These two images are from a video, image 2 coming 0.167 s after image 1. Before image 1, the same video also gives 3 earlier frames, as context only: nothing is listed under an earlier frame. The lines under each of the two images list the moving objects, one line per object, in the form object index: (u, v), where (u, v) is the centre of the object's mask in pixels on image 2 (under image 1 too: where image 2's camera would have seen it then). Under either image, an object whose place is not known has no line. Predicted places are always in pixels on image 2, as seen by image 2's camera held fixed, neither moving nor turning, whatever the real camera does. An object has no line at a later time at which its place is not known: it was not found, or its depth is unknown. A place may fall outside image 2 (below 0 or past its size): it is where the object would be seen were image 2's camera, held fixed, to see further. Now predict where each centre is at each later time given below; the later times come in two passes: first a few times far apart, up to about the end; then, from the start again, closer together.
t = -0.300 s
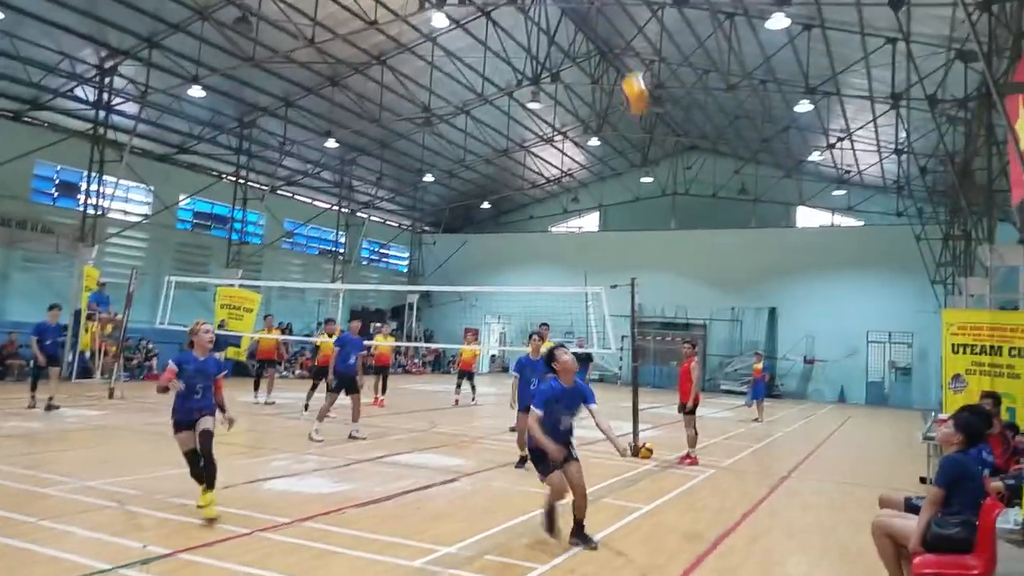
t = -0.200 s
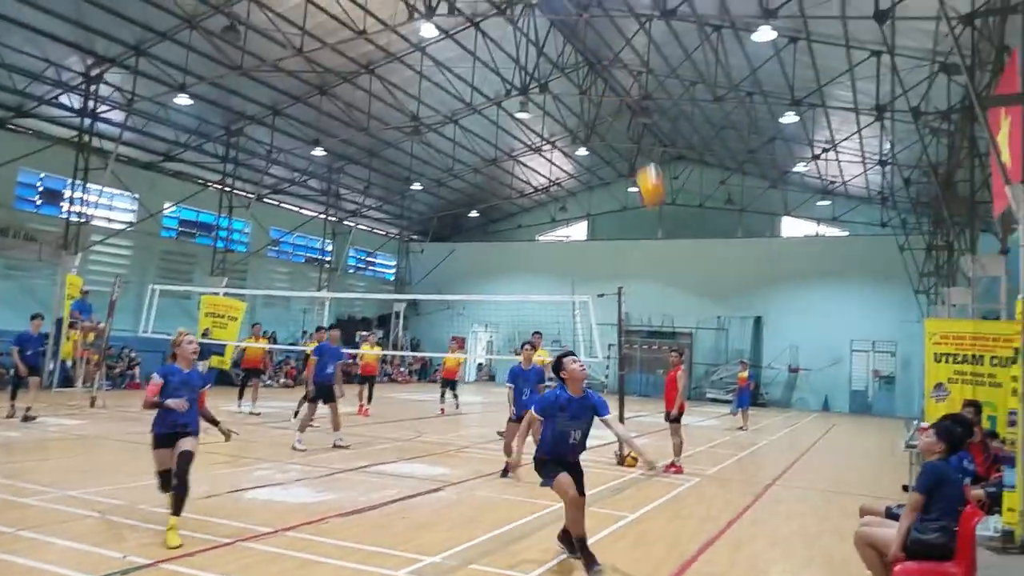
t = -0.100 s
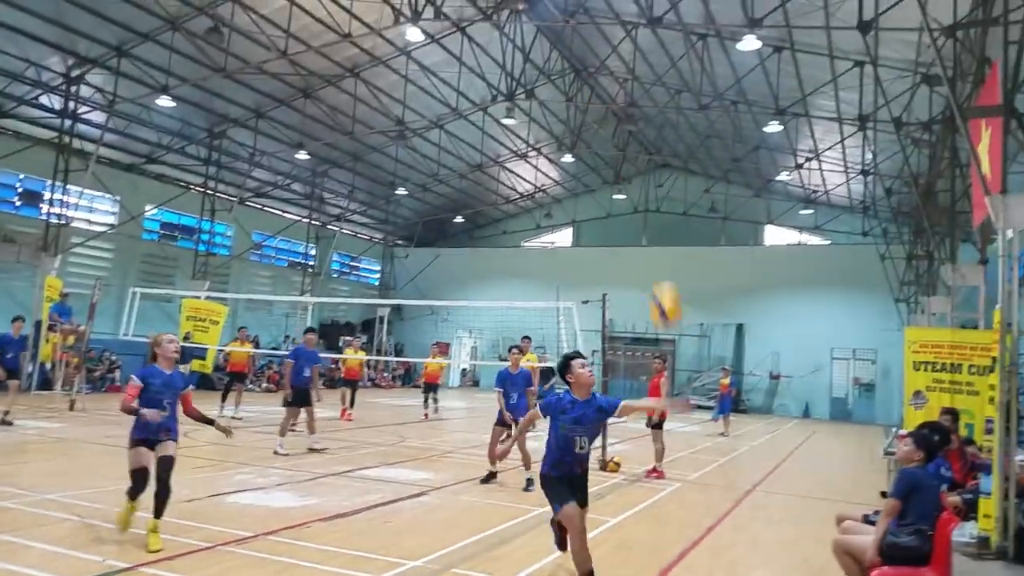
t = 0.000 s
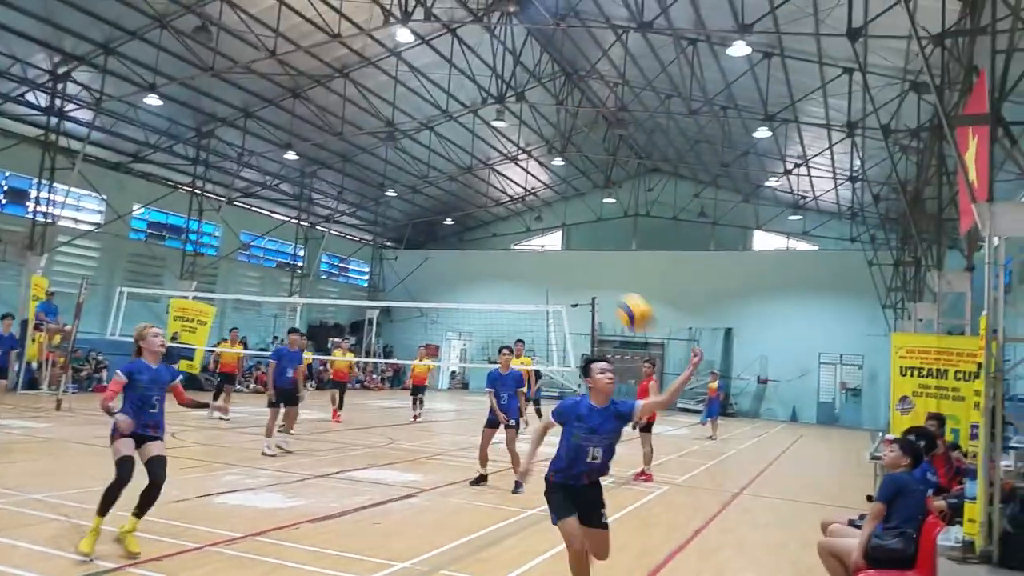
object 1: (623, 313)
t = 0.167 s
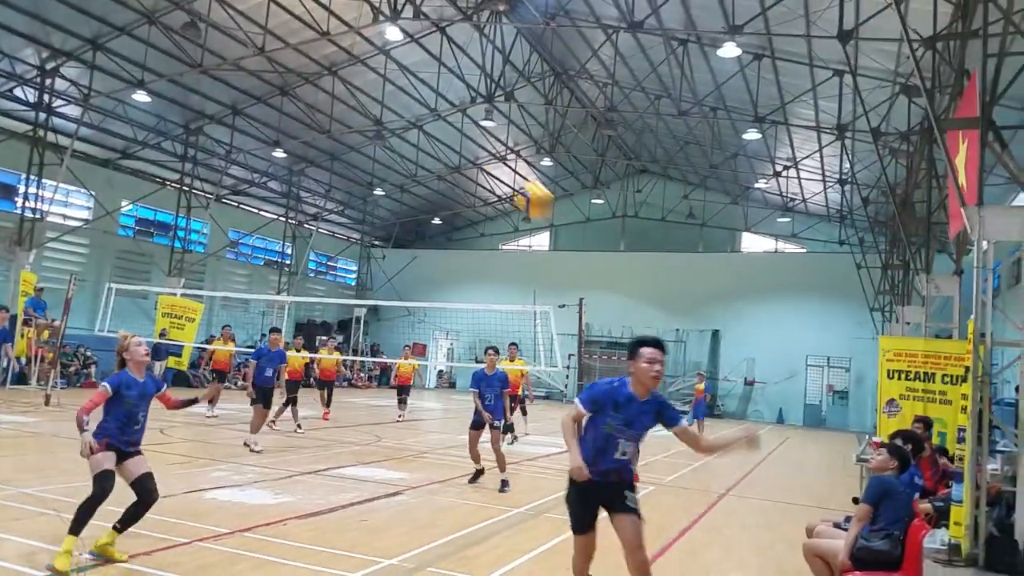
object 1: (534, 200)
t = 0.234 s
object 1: (496, 164)
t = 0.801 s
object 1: (157, 142)
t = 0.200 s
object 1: (516, 184)
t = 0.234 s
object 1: (496, 164)
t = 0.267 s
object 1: (476, 151)
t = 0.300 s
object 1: (459, 138)
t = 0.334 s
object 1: (436, 126)
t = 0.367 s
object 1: (415, 116)
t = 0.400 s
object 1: (395, 103)
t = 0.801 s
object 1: (157, 142)
